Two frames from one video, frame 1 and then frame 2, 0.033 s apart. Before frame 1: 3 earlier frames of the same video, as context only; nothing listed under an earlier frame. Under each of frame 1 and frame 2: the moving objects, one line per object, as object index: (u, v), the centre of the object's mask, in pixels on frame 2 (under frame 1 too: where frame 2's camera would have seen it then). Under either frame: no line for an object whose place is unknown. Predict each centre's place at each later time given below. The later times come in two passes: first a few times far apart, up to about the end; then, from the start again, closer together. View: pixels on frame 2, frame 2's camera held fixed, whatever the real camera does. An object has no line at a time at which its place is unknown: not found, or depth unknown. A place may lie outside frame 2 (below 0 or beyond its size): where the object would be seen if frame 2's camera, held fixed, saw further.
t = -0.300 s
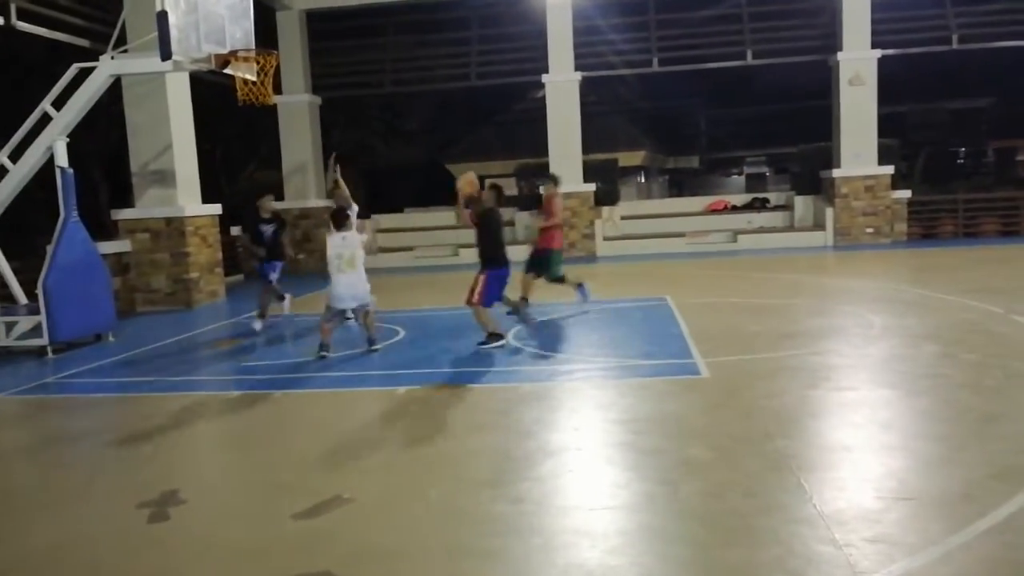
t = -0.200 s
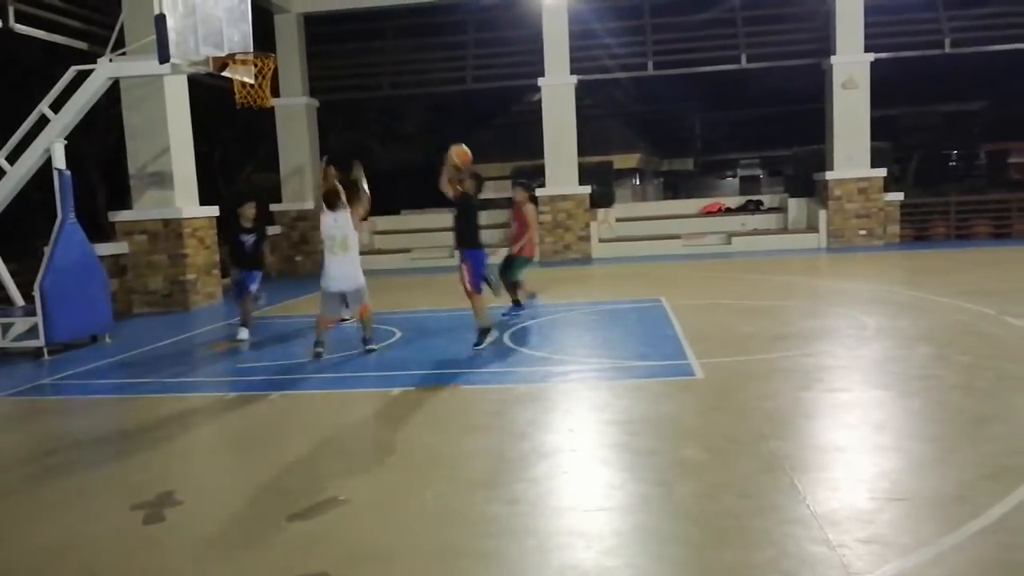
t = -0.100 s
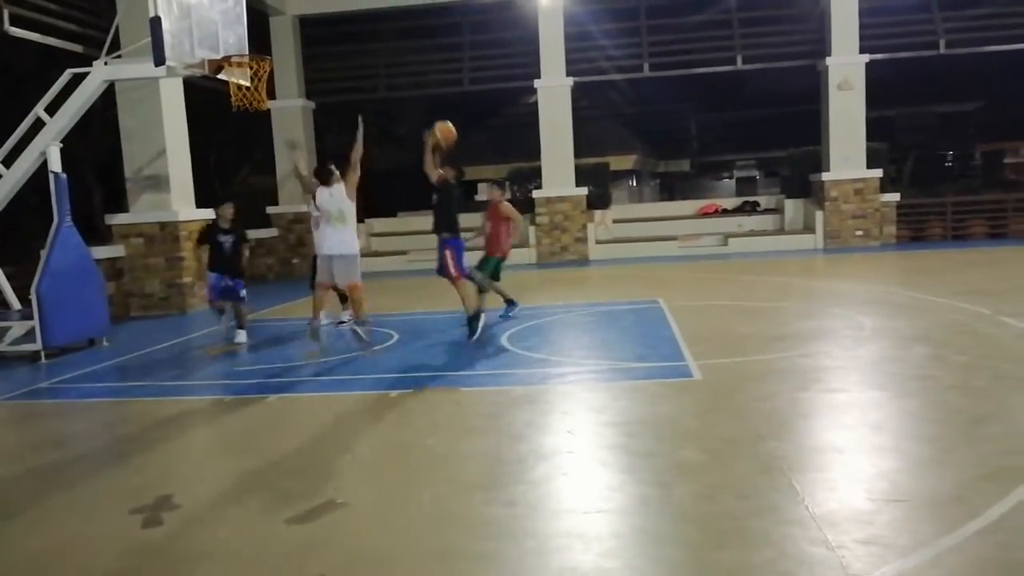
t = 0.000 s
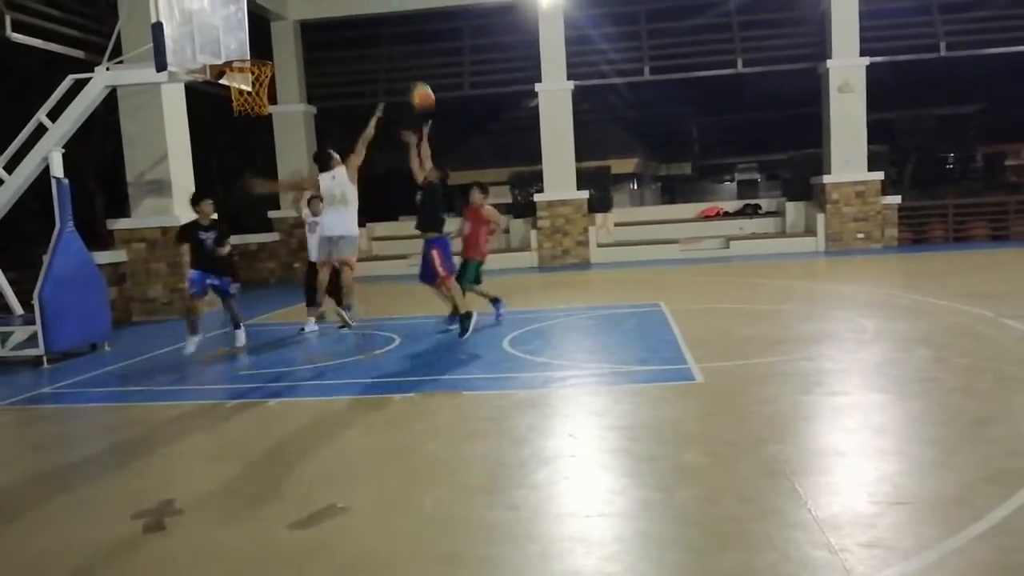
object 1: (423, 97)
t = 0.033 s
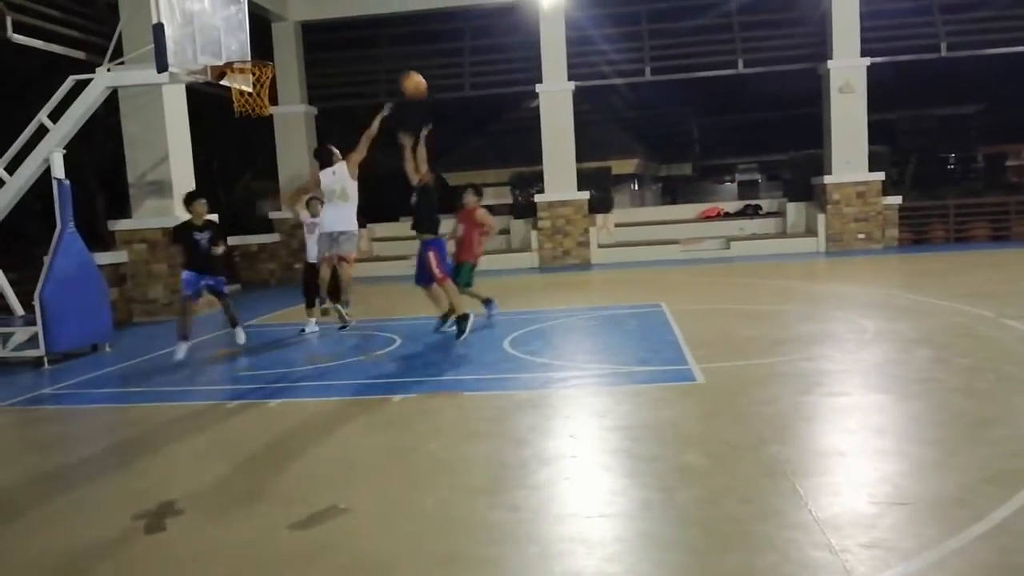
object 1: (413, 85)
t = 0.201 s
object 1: (370, 38)
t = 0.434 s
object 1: (315, 21)
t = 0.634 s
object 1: (273, 52)
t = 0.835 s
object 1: (268, 35)
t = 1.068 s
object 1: (265, 52)
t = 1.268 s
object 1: (253, 55)
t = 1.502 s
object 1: (239, 80)
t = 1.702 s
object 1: (237, 143)
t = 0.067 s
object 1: (404, 73)
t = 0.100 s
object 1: (395, 62)
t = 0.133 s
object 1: (386, 53)
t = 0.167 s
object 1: (379, 45)
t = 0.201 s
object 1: (370, 38)
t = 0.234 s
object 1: (362, 32)
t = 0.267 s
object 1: (353, 28)
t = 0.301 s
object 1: (345, 25)
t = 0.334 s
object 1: (338, 23)
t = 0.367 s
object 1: (329, 20)
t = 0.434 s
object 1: (315, 21)
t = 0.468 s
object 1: (308, 23)
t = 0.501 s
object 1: (300, 27)
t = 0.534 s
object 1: (294, 31)
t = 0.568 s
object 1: (287, 38)
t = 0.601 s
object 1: (280, 45)
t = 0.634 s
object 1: (273, 52)
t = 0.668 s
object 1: (271, 49)
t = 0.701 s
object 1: (271, 44)
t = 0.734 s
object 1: (270, 40)
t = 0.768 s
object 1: (269, 38)
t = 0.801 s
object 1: (268, 36)
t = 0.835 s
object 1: (268, 35)
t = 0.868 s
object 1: (268, 35)
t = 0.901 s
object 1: (267, 36)
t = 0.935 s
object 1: (266, 39)
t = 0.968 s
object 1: (266, 44)
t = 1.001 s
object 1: (266, 48)
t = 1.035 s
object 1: (267, 53)
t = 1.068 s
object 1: (265, 52)
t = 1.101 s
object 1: (263, 50)
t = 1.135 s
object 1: (261, 50)
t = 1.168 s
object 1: (259, 50)
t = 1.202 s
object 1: (256, 51)
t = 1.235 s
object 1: (255, 53)
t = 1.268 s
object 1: (253, 55)
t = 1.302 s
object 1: (251, 58)
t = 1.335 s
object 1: (249, 61)
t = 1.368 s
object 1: (246, 66)
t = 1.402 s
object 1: (246, 70)
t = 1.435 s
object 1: (243, 73)
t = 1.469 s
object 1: (241, 76)
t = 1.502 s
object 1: (239, 80)
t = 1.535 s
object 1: (238, 85)
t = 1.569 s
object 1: (237, 102)
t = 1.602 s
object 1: (237, 109)
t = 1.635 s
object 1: (238, 120)
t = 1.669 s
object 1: (237, 130)
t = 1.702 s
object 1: (237, 143)
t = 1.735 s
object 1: (237, 156)
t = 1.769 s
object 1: (238, 170)
